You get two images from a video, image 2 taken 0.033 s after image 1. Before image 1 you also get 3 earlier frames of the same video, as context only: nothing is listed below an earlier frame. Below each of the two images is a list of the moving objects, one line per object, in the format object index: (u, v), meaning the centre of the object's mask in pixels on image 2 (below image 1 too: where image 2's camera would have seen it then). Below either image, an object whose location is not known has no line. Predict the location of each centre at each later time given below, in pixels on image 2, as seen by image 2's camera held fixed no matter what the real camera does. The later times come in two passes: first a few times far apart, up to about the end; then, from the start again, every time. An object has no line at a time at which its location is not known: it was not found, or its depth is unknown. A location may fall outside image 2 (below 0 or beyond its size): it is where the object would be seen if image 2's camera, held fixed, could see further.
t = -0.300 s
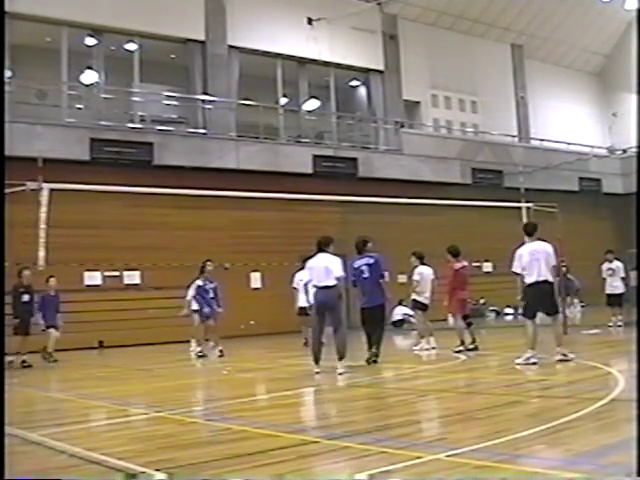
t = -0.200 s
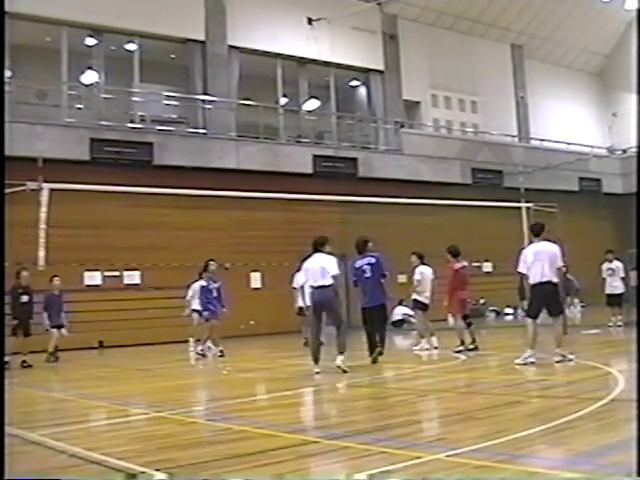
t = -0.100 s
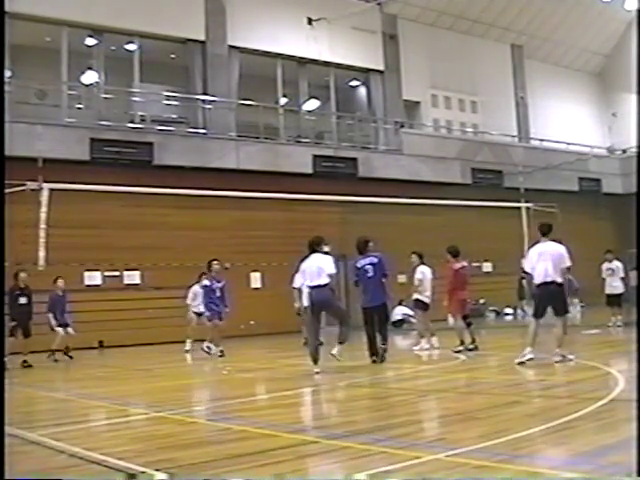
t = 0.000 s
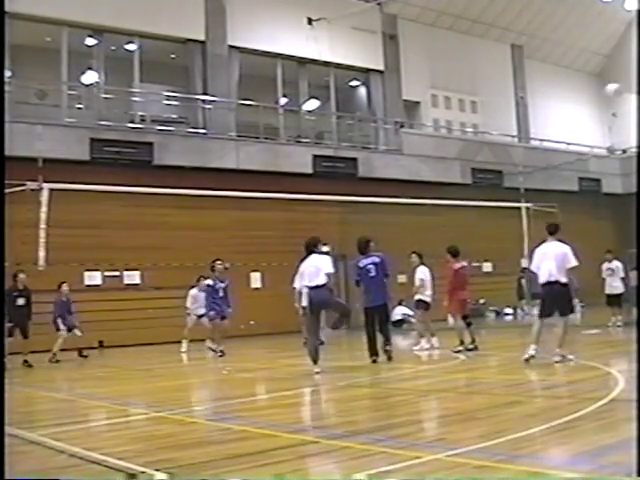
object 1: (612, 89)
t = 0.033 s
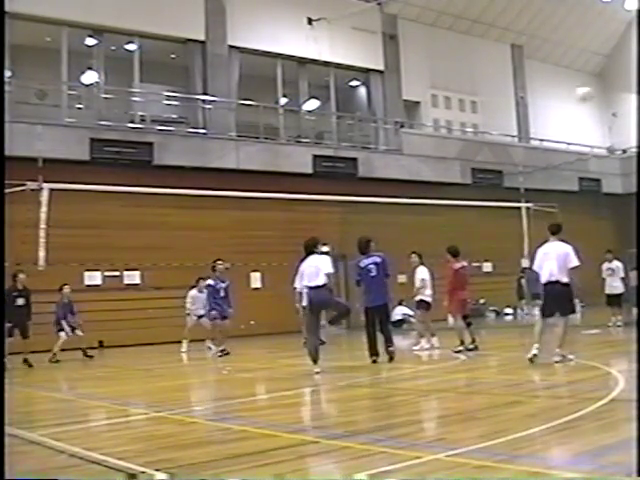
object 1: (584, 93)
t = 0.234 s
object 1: (428, 129)
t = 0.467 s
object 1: (292, 198)
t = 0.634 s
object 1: (215, 253)
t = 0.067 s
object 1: (554, 98)
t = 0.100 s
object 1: (526, 104)
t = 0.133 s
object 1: (501, 109)
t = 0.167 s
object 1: (475, 115)
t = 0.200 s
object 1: (451, 122)
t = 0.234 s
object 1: (428, 129)
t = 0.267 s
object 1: (405, 137)
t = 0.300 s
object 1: (385, 146)
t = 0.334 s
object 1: (364, 155)
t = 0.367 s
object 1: (346, 168)
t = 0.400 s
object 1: (328, 177)
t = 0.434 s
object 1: (309, 187)
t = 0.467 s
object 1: (292, 198)
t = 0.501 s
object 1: (275, 209)
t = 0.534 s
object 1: (260, 219)
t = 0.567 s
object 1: (243, 230)
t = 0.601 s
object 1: (229, 241)
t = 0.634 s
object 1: (215, 253)
